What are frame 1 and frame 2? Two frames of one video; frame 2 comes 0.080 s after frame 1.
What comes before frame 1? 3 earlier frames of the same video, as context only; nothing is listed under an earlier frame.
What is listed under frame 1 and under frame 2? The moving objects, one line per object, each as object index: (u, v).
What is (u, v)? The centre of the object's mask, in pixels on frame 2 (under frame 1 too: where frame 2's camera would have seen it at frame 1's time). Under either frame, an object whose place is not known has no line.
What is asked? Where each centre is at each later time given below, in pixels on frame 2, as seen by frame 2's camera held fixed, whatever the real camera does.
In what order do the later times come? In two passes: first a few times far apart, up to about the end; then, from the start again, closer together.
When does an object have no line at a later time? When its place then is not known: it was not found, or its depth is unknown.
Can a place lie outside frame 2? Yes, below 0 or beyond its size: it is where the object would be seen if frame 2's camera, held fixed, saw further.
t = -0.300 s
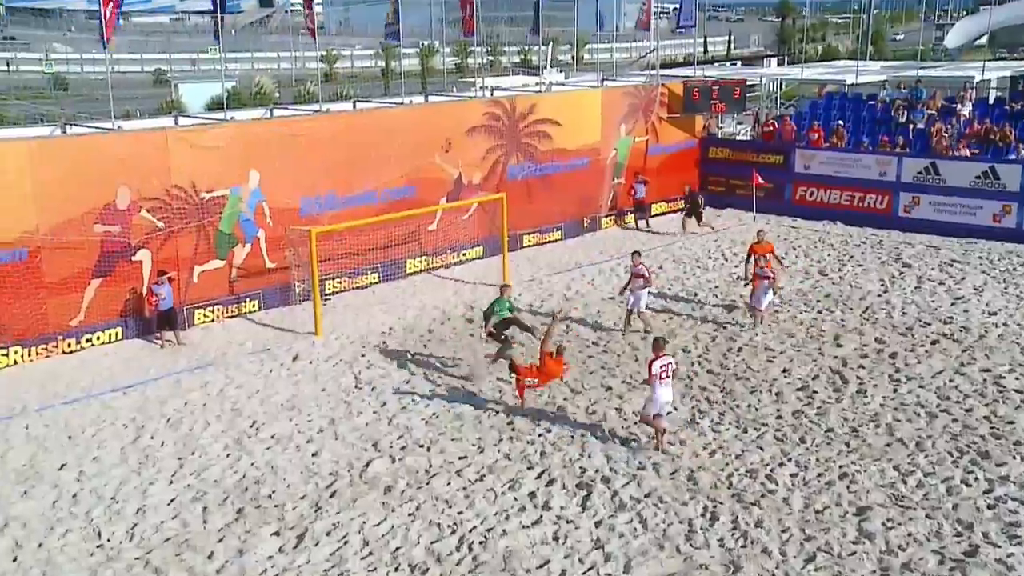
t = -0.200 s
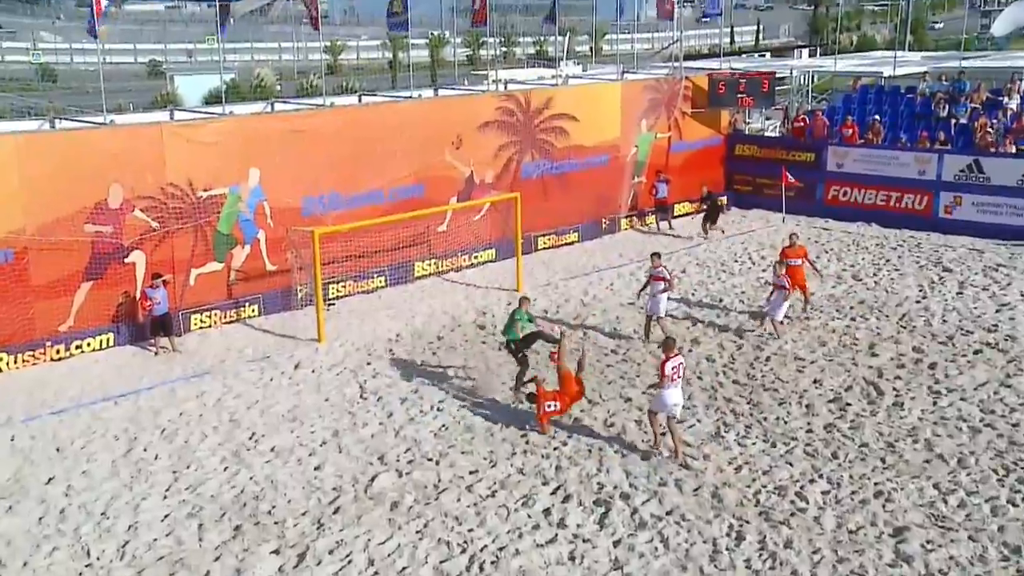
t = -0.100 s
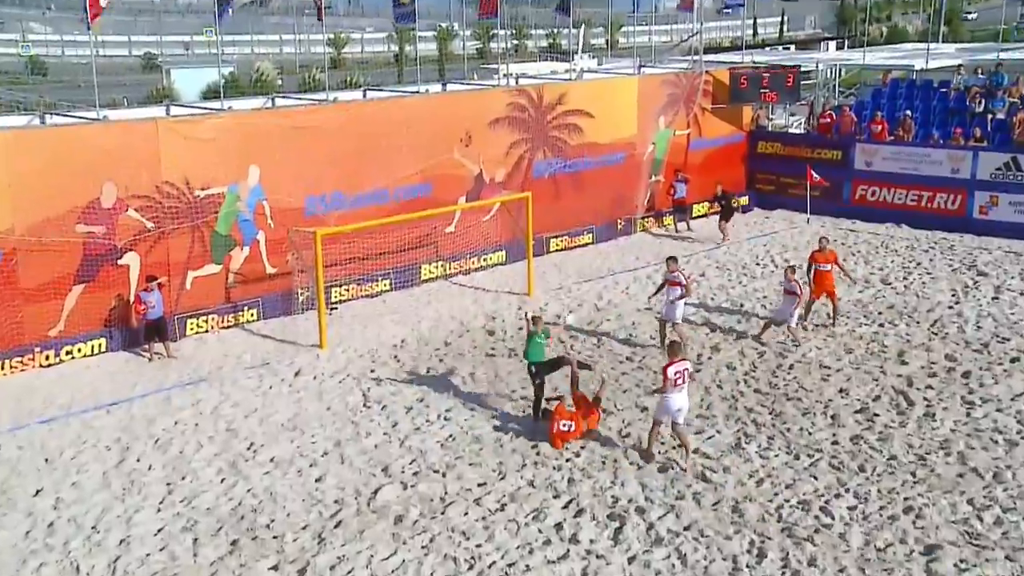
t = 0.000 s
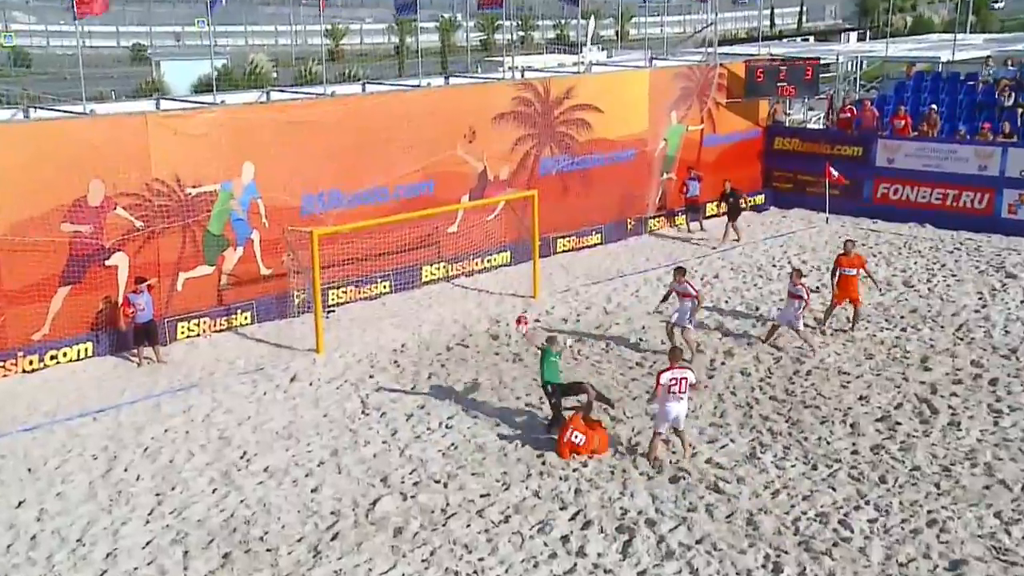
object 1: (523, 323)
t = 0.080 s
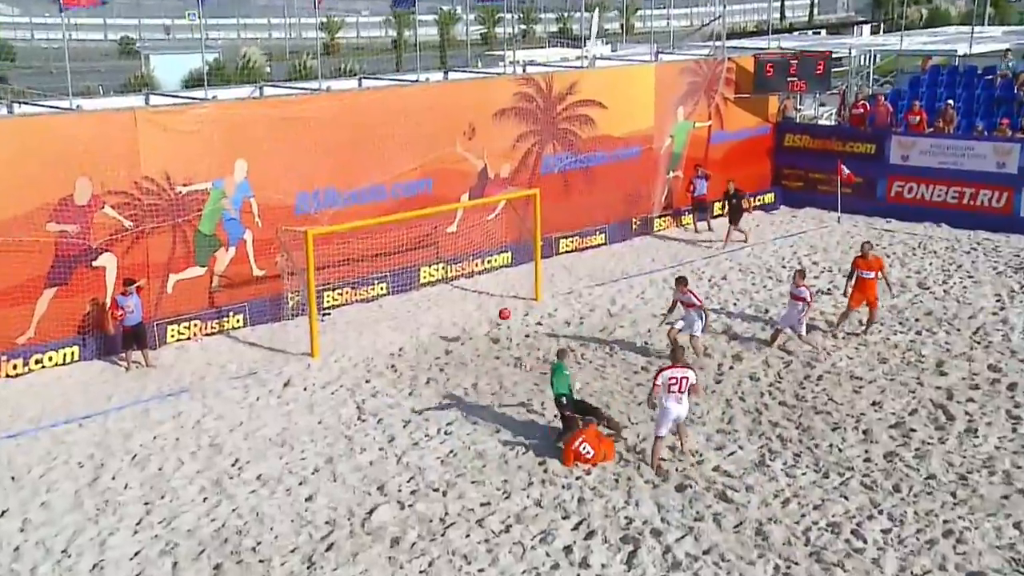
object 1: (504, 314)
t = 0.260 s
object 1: (468, 306)
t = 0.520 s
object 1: (430, 272)
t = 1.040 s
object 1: (445, 261)
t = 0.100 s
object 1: (500, 312)
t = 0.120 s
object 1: (495, 310)
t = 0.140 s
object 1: (491, 309)
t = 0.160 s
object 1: (487, 307)
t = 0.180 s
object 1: (483, 307)
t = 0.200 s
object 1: (479, 307)
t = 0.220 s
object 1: (475, 306)
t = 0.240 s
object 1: (471, 306)
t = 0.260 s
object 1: (468, 306)
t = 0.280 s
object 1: (464, 307)
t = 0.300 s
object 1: (460, 308)
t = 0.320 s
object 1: (456, 309)
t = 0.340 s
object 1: (453, 310)
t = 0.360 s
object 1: (450, 307)
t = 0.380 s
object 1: (447, 301)
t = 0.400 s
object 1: (444, 296)
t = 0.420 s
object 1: (441, 292)
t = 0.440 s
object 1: (439, 286)
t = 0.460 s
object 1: (437, 283)
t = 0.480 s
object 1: (434, 279)
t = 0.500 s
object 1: (433, 276)
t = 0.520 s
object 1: (430, 272)
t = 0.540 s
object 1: (430, 269)
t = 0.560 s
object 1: (429, 266)
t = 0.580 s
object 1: (428, 264)
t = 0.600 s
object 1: (427, 260)
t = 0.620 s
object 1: (428, 258)
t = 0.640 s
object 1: (428, 257)
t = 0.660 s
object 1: (428, 255)
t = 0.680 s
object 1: (429, 253)
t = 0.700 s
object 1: (429, 253)
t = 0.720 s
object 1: (429, 252)
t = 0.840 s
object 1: (435, 249)
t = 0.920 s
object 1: (438, 252)
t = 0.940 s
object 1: (440, 253)
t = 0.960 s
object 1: (441, 254)
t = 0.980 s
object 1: (442, 255)
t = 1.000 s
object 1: (443, 257)
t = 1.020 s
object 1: (444, 258)
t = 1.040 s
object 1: (445, 261)
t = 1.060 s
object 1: (447, 263)
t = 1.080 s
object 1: (448, 265)
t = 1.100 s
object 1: (449, 268)
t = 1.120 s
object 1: (451, 272)
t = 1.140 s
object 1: (452, 275)
